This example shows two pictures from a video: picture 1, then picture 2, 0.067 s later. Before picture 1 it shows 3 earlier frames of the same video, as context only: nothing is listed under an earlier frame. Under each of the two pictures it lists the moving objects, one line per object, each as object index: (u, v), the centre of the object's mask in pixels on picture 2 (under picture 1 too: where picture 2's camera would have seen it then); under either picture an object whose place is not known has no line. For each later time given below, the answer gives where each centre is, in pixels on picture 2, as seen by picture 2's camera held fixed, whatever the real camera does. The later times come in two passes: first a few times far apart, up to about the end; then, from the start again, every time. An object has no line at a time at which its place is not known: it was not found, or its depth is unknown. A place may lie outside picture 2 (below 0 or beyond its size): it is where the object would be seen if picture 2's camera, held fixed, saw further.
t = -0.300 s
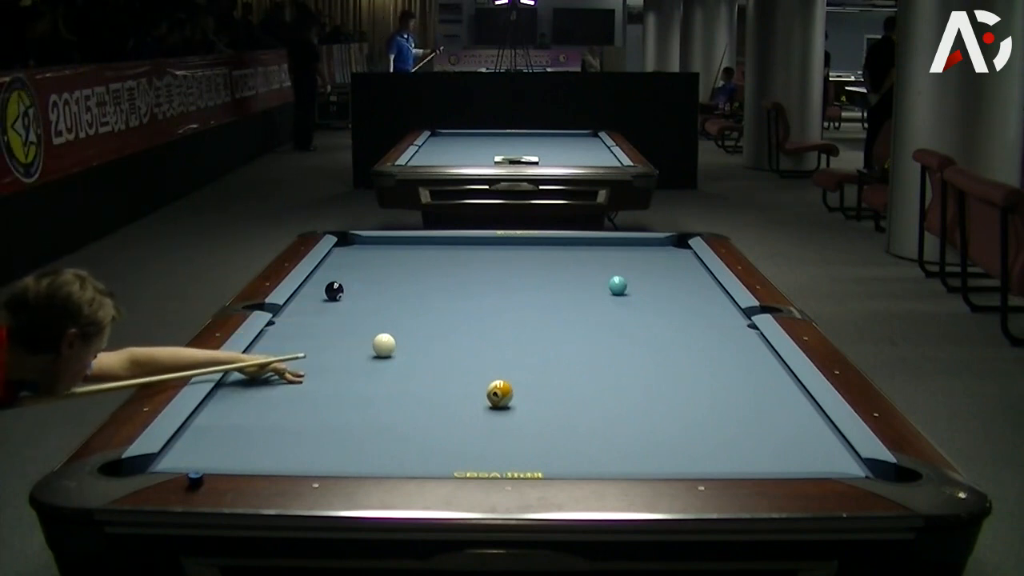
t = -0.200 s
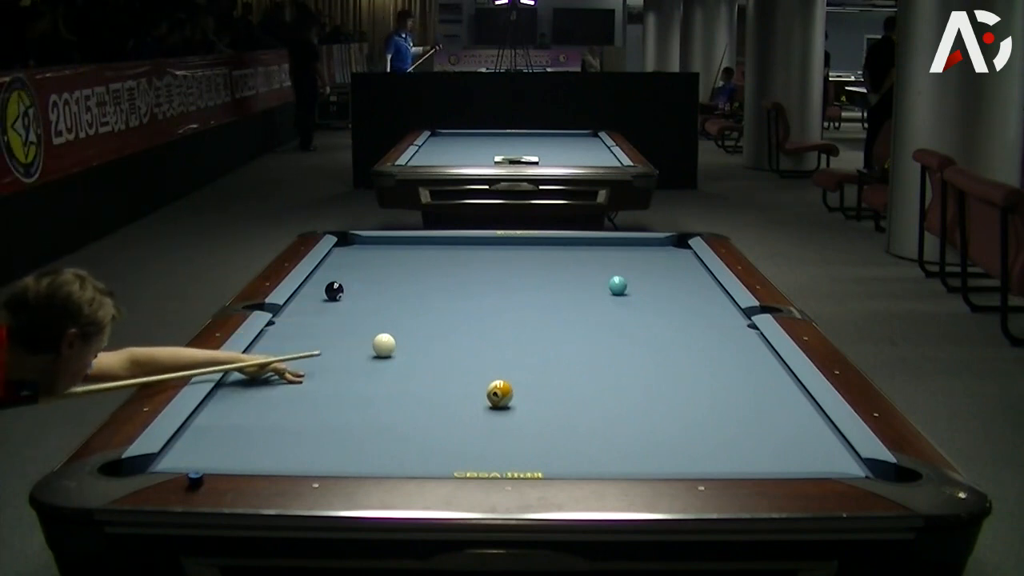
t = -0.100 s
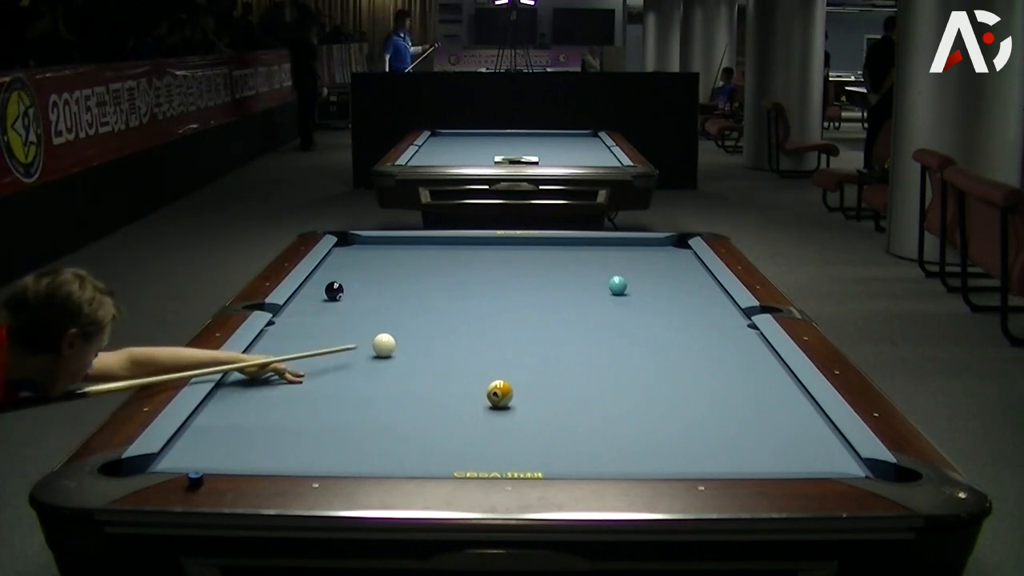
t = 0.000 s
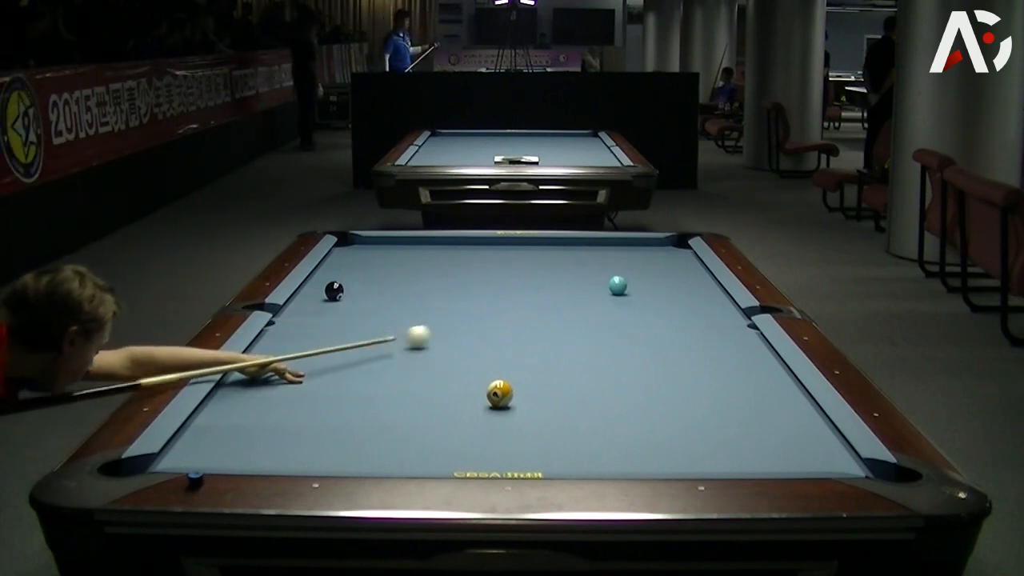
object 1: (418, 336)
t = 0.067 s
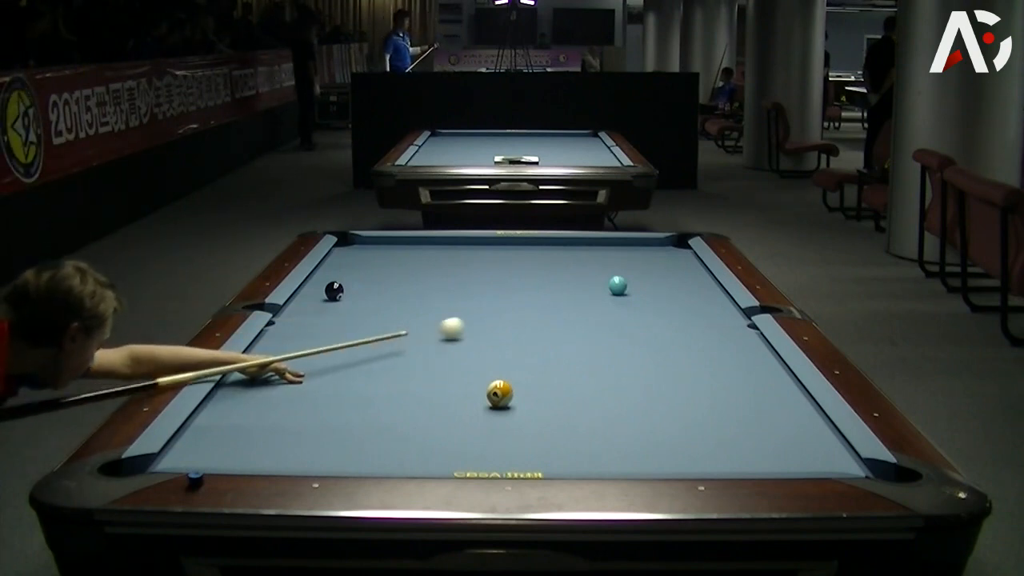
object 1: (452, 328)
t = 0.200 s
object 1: (510, 314)
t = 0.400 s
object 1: (586, 295)
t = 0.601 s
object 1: (641, 289)
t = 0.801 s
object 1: (688, 287)
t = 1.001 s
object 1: (699, 285)
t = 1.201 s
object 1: (673, 283)
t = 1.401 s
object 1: (649, 281)
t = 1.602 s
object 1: (626, 279)
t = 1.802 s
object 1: (604, 278)
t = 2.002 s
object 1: (584, 276)
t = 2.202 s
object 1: (565, 275)
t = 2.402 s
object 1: (547, 273)
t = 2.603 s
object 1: (529, 272)
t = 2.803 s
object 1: (514, 271)
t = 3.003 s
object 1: (499, 270)
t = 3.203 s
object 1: (485, 269)
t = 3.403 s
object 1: (472, 268)
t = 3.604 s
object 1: (460, 267)
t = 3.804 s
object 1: (450, 267)
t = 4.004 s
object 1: (440, 266)
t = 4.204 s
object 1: (432, 265)
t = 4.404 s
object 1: (424, 265)
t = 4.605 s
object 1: (417, 264)
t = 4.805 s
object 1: (411, 264)
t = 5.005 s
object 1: (405, 264)
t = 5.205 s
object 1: (401, 263)
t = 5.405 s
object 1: (398, 263)
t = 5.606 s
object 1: (395, 263)
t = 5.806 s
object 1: (394, 263)
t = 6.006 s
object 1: (393, 262)
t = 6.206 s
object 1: (393, 262)
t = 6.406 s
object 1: (393, 263)
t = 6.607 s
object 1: (393, 263)
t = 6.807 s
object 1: (393, 263)
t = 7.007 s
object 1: (393, 263)
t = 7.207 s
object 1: (393, 263)
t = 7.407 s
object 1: (393, 263)
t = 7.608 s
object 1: (393, 263)
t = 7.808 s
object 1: (393, 263)
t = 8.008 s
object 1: (393, 263)
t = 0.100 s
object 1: (467, 324)
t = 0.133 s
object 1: (482, 321)
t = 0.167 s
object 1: (496, 317)
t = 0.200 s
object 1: (510, 314)
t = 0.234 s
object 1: (524, 310)
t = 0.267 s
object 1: (537, 307)
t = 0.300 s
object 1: (550, 304)
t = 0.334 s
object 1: (563, 301)
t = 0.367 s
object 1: (574, 298)
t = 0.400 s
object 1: (586, 295)
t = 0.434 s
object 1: (598, 292)
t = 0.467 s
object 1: (609, 290)
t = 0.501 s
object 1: (618, 289)
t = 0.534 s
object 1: (626, 289)
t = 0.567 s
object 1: (633, 289)
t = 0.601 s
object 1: (641, 289)
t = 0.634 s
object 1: (648, 289)
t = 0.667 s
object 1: (656, 289)
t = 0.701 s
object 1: (664, 288)
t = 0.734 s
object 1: (672, 288)
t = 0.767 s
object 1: (680, 288)
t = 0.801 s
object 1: (688, 287)
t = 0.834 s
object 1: (695, 286)
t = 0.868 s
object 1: (703, 286)
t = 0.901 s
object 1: (710, 286)
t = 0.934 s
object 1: (709, 285)
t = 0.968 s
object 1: (704, 285)
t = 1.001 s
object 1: (699, 285)
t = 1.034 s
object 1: (694, 285)
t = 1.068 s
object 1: (689, 284)
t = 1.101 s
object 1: (685, 284)
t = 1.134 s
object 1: (681, 283)
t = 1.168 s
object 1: (677, 283)
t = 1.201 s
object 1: (673, 283)
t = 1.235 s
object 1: (669, 282)
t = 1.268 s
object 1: (665, 282)
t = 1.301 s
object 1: (661, 282)
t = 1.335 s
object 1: (656, 281)
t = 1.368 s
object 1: (653, 281)
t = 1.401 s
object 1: (649, 281)
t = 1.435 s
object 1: (645, 281)
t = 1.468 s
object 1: (641, 280)
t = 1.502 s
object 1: (637, 280)
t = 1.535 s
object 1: (633, 280)
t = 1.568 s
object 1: (630, 279)
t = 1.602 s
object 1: (626, 279)
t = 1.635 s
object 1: (622, 279)
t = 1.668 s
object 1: (618, 279)
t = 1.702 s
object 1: (615, 278)
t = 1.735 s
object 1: (611, 278)
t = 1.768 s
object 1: (608, 278)
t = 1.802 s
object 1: (604, 278)
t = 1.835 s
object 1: (601, 277)
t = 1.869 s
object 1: (598, 277)
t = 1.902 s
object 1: (594, 277)
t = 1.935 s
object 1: (591, 277)
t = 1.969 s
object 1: (587, 276)
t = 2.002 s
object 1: (584, 276)
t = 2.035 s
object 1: (580, 276)
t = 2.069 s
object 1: (577, 276)
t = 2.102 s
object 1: (574, 275)
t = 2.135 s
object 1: (571, 275)
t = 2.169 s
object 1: (568, 275)
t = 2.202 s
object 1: (565, 275)
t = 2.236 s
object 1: (561, 274)
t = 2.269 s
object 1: (558, 274)
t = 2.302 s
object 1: (555, 274)
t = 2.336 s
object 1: (552, 274)
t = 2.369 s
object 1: (549, 273)
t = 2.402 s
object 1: (547, 273)
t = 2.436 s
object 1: (544, 273)
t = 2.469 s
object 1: (541, 273)
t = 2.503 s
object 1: (538, 272)
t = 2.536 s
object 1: (535, 272)
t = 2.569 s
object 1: (532, 272)
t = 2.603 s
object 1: (529, 272)
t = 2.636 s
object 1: (527, 272)
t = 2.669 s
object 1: (524, 272)
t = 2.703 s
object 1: (521, 272)
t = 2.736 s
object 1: (519, 271)
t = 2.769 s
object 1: (516, 271)
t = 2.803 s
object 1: (514, 271)
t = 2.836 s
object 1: (511, 271)
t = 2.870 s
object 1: (509, 271)
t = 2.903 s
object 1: (506, 270)
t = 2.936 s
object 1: (503, 270)
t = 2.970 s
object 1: (501, 270)
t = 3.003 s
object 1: (499, 270)
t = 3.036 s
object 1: (496, 270)
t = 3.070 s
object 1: (494, 270)
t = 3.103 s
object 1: (492, 269)
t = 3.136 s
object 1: (490, 269)
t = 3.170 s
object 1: (487, 269)
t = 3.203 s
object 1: (485, 269)
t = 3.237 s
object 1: (483, 269)
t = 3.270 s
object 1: (481, 269)
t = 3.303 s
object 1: (479, 269)
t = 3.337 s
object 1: (476, 268)
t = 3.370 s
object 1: (474, 268)
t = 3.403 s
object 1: (472, 268)
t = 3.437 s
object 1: (470, 268)
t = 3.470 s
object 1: (468, 268)
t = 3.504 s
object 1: (466, 268)
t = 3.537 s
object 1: (464, 267)
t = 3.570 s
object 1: (463, 267)
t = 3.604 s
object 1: (460, 267)
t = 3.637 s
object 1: (459, 267)
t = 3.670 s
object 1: (457, 267)
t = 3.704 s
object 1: (455, 267)
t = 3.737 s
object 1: (453, 267)
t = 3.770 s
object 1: (452, 267)
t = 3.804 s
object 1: (450, 267)
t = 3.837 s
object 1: (448, 266)
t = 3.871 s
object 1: (447, 266)
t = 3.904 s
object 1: (445, 266)
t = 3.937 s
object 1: (444, 266)
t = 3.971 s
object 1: (442, 266)
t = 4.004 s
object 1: (440, 266)
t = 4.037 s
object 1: (439, 266)
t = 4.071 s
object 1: (437, 265)
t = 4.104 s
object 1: (436, 265)
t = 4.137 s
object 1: (434, 265)
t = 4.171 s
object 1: (433, 265)
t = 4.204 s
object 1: (432, 265)
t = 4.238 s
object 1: (430, 265)
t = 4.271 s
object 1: (429, 265)
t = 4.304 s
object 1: (427, 265)
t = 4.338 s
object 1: (426, 265)
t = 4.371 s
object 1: (425, 265)
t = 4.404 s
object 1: (424, 265)
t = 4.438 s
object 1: (422, 264)
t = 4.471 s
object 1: (421, 264)
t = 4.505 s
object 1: (420, 264)
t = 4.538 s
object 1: (419, 265)
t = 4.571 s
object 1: (418, 265)
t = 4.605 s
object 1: (417, 264)
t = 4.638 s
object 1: (416, 264)
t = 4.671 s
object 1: (415, 264)
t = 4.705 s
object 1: (414, 264)
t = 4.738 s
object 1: (413, 264)
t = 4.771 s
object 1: (412, 264)
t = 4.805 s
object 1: (411, 264)
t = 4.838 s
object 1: (410, 264)
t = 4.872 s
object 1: (409, 264)
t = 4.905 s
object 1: (408, 264)
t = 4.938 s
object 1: (407, 264)
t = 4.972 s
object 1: (406, 264)
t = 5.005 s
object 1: (405, 264)
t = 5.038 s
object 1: (405, 264)
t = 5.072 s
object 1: (404, 264)
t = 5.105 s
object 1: (403, 264)
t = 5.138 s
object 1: (403, 264)
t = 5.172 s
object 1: (402, 263)
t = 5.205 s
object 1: (401, 263)
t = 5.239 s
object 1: (401, 263)
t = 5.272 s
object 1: (400, 263)
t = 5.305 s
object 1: (399, 263)
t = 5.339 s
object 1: (399, 263)
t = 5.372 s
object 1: (398, 263)
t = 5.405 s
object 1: (398, 263)
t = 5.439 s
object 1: (397, 263)
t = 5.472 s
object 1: (397, 263)
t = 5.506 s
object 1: (396, 263)
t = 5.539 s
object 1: (396, 263)
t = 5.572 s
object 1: (396, 263)
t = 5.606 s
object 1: (395, 263)
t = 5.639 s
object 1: (395, 263)
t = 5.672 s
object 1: (395, 263)
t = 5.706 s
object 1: (394, 263)
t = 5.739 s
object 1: (394, 263)
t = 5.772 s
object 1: (394, 263)
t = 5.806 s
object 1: (394, 263)
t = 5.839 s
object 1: (394, 263)
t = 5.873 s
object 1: (393, 263)
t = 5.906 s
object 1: (393, 263)
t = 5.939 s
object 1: (393, 263)
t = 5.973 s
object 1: (393, 263)
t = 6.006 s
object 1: (393, 262)
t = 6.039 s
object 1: (393, 263)
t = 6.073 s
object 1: (393, 263)
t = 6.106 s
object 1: (393, 263)
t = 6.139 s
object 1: (393, 263)
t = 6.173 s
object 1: (393, 263)
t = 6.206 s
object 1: (393, 262)
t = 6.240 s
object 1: (393, 262)
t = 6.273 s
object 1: (393, 263)
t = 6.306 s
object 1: (393, 263)
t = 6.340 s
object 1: (393, 263)
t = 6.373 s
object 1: (393, 263)
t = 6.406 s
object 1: (393, 263)
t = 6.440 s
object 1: (393, 262)
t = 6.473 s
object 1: (393, 263)
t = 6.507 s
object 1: (393, 263)
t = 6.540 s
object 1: (393, 263)
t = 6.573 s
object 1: (393, 263)
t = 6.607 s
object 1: (393, 263)
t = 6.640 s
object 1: (393, 263)
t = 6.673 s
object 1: (393, 263)
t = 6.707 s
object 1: (393, 263)
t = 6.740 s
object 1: (393, 263)
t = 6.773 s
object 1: (393, 263)
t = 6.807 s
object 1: (393, 263)
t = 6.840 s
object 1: (393, 263)
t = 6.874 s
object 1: (393, 263)
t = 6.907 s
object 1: (393, 263)
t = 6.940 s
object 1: (393, 263)
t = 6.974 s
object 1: (393, 263)
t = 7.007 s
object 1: (393, 263)
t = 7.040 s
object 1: (393, 263)
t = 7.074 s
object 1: (393, 263)
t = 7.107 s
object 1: (393, 263)
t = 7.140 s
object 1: (393, 263)
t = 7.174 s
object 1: (393, 263)
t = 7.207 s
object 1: (393, 263)
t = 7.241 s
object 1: (393, 263)
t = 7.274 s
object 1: (393, 263)
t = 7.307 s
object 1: (393, 263)
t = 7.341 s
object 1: (393, 263)
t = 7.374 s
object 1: (393, 263)
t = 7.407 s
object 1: (393, 263)
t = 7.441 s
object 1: (393, 263)
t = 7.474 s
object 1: (393, 263)
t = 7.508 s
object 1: (393, 263)
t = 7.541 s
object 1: (393, 263)
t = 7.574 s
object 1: (393, 263)
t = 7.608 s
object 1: (393, 263)
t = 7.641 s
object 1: (393, 263)
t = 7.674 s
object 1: (393, 263)
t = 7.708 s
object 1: (393, 263)
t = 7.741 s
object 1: (393, 263)
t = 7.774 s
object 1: (393, 263)
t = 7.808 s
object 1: (393, 263)
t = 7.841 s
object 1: (393, 263)
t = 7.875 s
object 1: (393, 263)
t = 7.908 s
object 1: (393, 263)
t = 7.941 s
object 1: (393, 263)
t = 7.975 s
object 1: (393, 263)
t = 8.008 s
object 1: (393, 263)
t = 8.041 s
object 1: (393, 263)
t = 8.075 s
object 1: (393, 263)
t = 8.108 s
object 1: (393, 263)
